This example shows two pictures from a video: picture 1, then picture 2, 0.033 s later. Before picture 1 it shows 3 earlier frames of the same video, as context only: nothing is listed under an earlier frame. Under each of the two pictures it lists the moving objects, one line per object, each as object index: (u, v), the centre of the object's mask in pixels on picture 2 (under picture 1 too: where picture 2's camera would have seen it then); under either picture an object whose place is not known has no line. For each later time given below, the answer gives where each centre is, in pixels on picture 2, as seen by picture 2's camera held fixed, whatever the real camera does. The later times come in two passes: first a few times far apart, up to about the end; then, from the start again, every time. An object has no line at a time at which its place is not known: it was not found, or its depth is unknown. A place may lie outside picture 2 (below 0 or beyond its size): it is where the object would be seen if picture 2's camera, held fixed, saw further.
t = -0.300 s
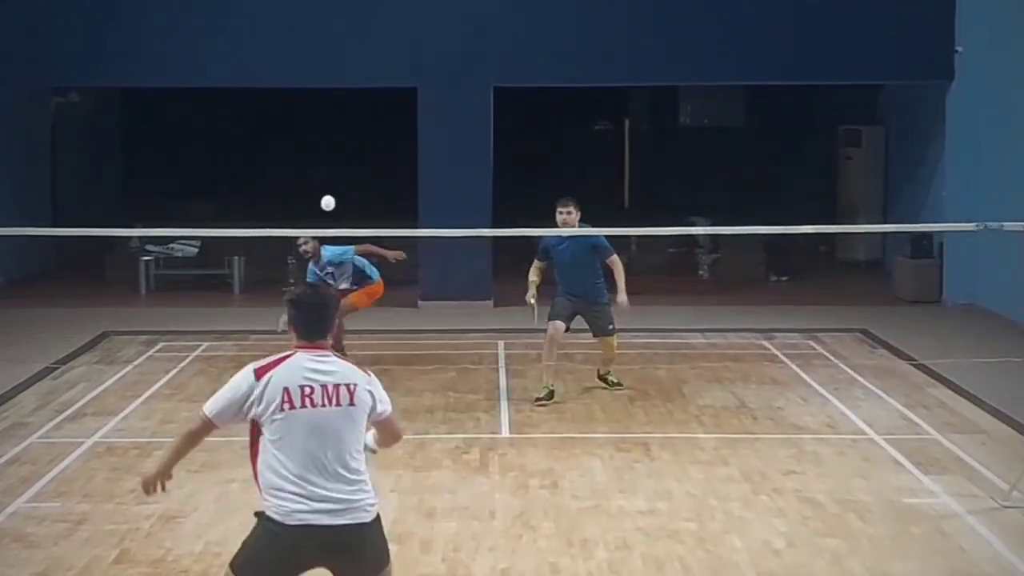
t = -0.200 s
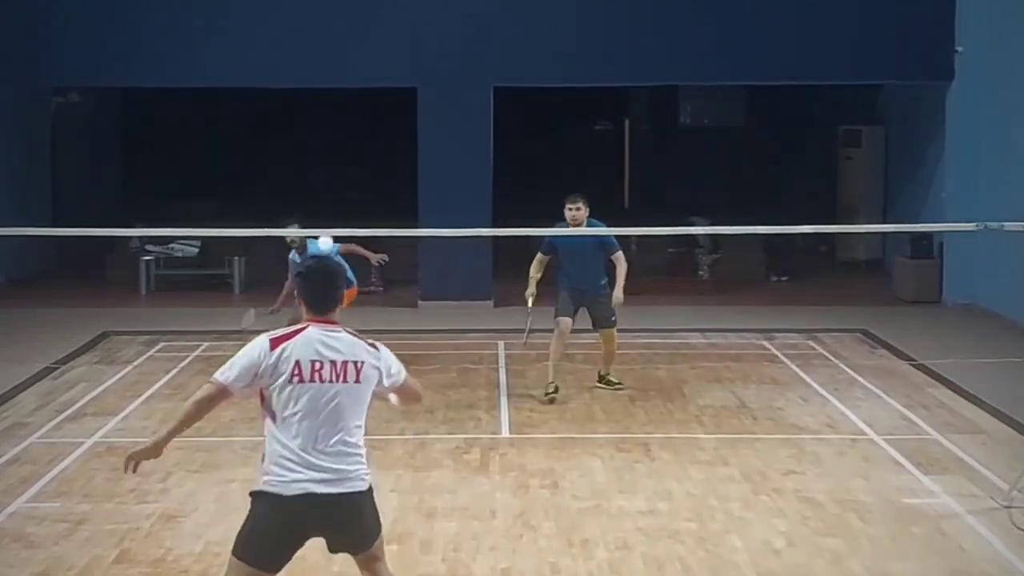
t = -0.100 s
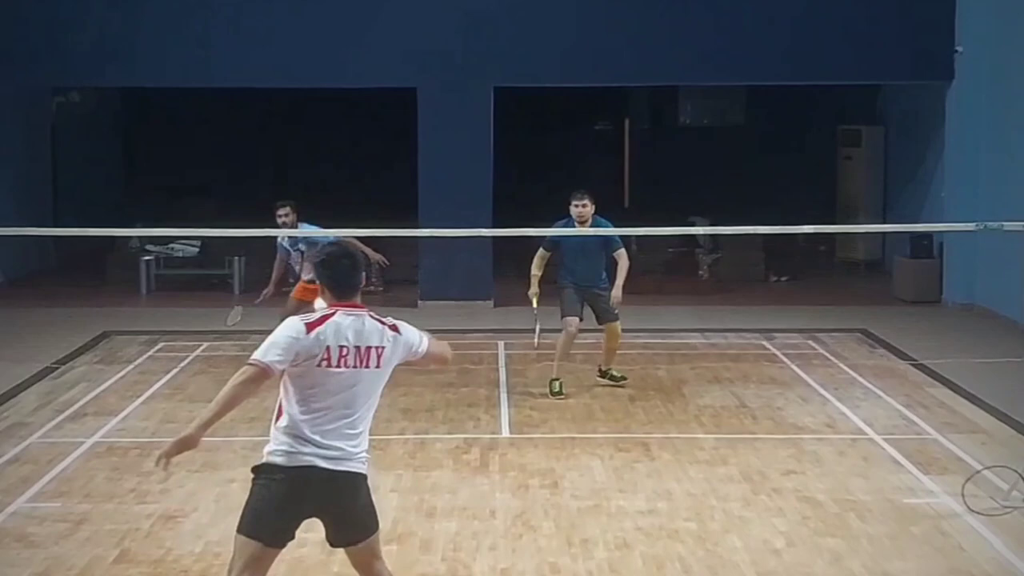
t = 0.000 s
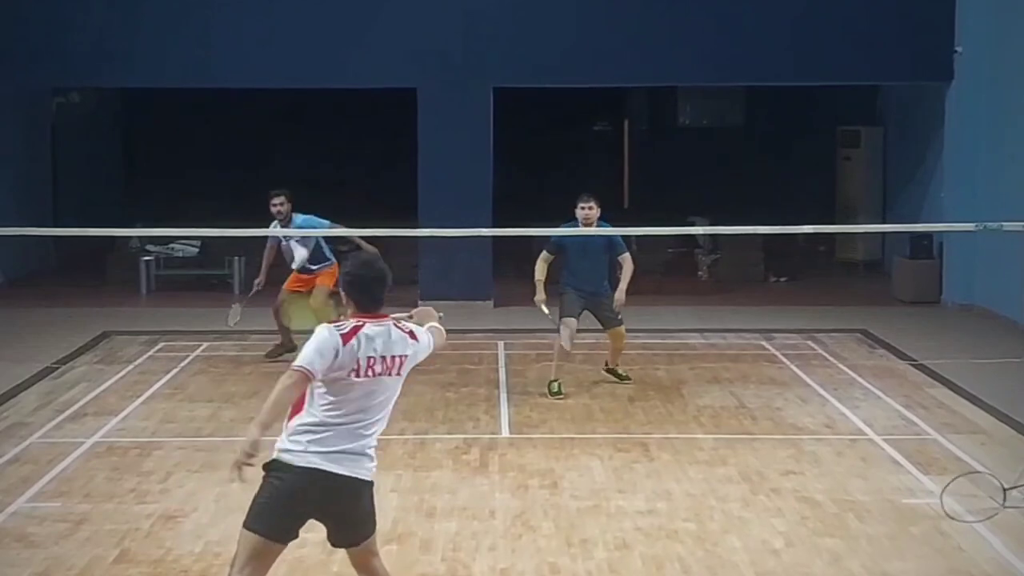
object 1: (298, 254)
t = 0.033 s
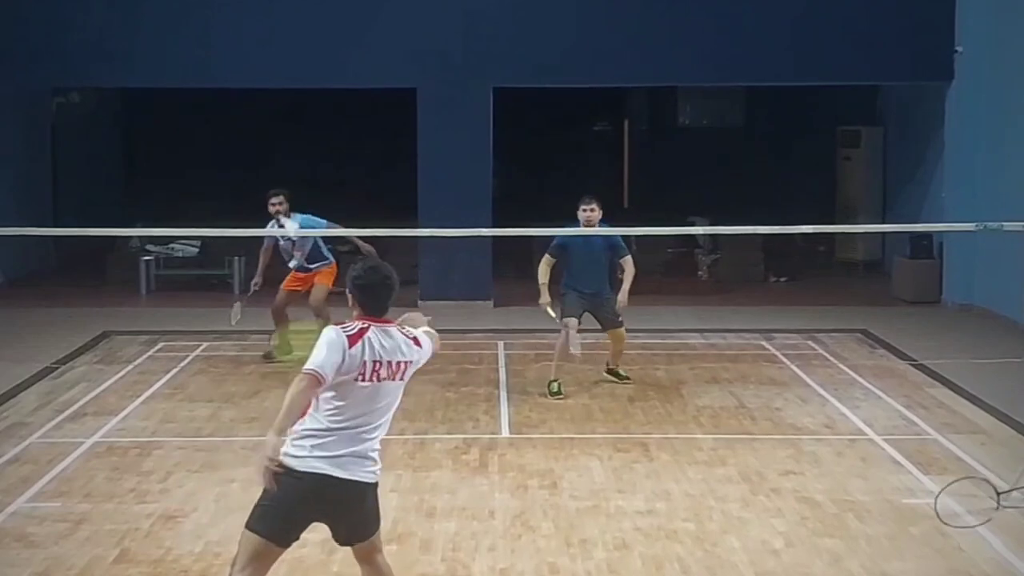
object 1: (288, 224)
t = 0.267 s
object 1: (248, 162)
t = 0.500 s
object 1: (229, 202)
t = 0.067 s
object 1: (277, 204)
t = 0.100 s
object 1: (265, 187)
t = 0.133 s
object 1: (260, 178)
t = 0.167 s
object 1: (259, 170)
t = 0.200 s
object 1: (256, 165)
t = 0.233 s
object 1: (252, 162)
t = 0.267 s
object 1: (248, 162)
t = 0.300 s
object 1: (244, 163)
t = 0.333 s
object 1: (240, 166)
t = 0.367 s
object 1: (237, 170)
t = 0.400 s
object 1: (235, 176)
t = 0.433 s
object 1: (233, 183)
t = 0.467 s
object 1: (231, 192)
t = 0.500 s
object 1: (229, 202)
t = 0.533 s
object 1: (227, 213)
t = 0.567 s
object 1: (226, 224)
